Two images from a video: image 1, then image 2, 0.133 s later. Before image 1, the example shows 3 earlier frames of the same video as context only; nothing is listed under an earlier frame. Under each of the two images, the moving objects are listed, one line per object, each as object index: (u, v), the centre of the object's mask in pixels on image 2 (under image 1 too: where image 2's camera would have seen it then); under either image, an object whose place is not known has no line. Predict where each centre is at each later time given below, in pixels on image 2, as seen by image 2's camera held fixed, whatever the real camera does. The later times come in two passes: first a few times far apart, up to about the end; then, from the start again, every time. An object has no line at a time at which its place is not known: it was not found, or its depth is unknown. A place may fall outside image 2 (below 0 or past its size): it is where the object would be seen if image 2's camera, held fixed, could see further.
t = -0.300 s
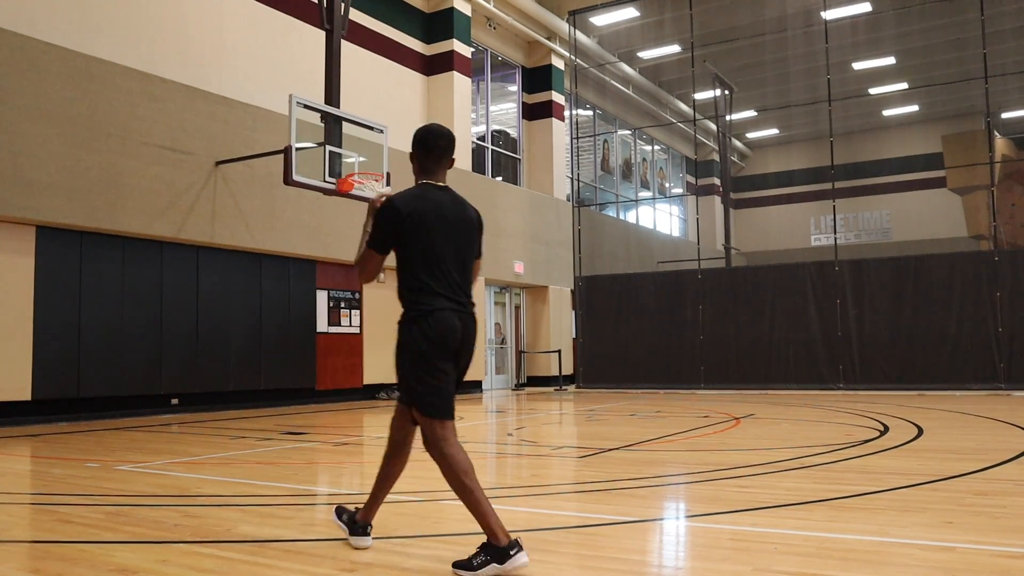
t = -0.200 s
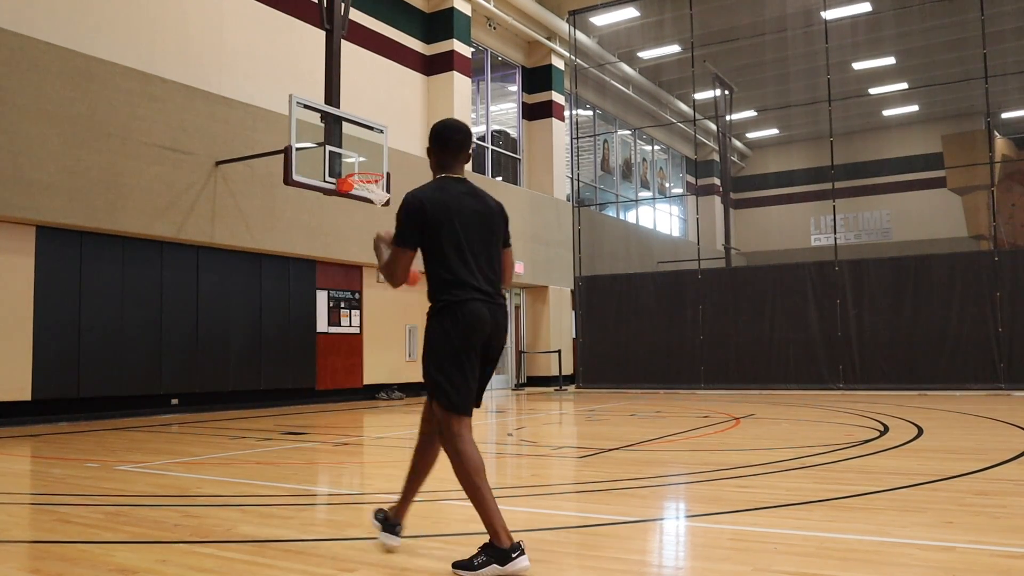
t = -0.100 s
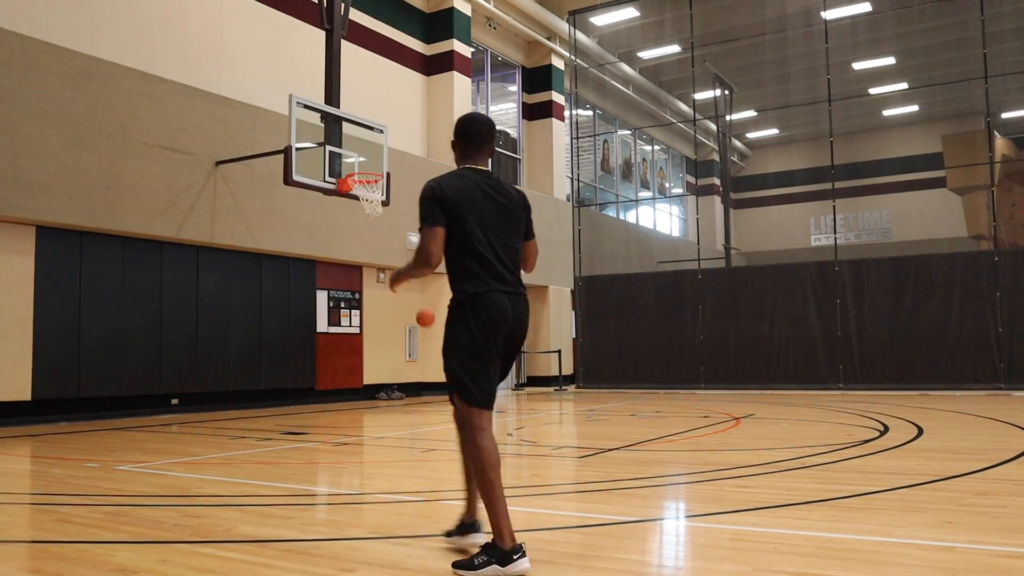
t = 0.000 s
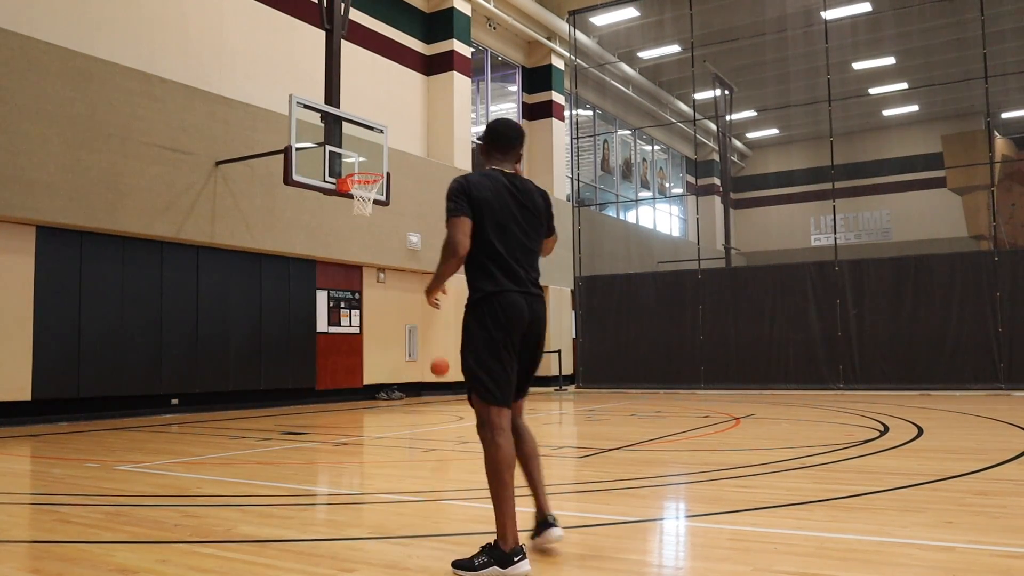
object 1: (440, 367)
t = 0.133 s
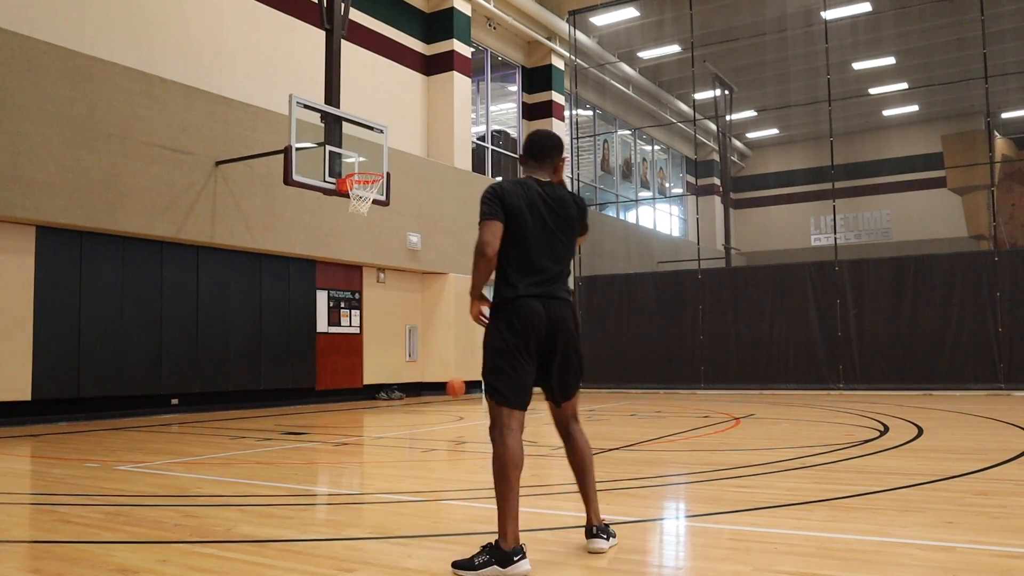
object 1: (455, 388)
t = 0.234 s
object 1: (464, 351)
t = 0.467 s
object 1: (485, 294)
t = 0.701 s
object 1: (508, 280)
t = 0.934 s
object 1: (533, 309)
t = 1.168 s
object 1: (558, 389)
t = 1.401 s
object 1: (584, 362)
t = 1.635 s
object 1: (610, 331)
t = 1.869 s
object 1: (638, 349)
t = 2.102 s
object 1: (668, 420)
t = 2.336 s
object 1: (694, 371)
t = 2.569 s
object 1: (722, 374)
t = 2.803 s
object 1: (752, 418)
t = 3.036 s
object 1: (780, 385)
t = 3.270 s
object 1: (810, 411)
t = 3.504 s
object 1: (840, 400)
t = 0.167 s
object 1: (458, 376)
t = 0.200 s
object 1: (461, 363)
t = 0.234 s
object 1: (464, 351)
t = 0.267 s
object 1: (467, 341)
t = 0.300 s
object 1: (470, 331)
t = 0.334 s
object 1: (473, 322)
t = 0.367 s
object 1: (476, 314)
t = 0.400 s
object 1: (479, 306)
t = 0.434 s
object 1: (482, 300)
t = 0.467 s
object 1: (485, 294)
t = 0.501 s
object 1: (489, 289)
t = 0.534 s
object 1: (492, 286)
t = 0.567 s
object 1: (495, 283)
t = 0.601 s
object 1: (498, 280)
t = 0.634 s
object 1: (502, 279)
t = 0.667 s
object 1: (504, 279)
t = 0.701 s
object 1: (508, 280)
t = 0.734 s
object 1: (511, 280)
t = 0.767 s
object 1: (515, 282)
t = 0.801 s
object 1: (519, 286)
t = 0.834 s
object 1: (522, 290)
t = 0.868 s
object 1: (525, 296)
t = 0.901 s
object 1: (529, 302)
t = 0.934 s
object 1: (533, 309)
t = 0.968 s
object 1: (536, 317)
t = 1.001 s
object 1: (539, 327)
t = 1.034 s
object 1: (543, 337)
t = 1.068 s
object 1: (547, 349)
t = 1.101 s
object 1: (550, 361)
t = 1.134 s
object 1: (554, 376)
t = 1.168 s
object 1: (558, 389)
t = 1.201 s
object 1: (562, 405)
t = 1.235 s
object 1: (566, 413)
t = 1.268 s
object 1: (569, 401)
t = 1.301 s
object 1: (573, 389)
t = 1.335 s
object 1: (577, 380)
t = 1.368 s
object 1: (580, 371)
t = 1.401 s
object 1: (584, 362)
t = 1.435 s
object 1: (587, 355)
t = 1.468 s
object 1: (591, 348)
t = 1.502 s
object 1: (595, 343)
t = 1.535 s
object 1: (598, 338)
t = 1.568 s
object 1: (602, 335)
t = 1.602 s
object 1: (606, 332)
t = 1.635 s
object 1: (610, 331)
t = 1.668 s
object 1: (614, 330)
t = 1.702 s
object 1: (618, 331)
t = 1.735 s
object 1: (622, 332)
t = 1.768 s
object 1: (626, 335)
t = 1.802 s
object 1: (630, 339)
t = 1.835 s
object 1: (634, 343)
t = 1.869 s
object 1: (638, 349)
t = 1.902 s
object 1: (643, 356)
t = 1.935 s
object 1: (647, 364)
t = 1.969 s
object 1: (651, 373)
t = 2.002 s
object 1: (655, 383)
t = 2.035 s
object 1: (660, 394)
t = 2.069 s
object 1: (664, 407)
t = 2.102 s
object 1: (668, 420)
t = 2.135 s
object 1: (672, 411)
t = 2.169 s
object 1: (676, 401)
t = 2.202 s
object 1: (679, 393)
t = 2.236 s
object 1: (683, 386)
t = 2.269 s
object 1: (687, 379)
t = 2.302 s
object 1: (690, 375)
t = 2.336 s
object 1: (694, 371)
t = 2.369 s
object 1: (698, 368)
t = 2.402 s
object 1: (702, 366)
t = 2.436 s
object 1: (706, 365)
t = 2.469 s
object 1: (710, 366)
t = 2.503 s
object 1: (714, 367)
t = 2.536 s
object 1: (718, 370)
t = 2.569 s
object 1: (722, 374)
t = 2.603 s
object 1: (727, 378)
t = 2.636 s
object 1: (731, 384)
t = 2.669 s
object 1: (735, 391)
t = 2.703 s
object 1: (739, 399)
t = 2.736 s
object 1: (744, 409)
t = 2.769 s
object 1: (748, 421)
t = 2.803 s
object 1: (752, 418)
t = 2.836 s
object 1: (756, 409)
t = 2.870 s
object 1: (760, 402)
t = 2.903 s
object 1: (764, 396)
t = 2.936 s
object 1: (768, 392)
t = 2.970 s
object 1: (772, 388)
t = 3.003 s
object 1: (776, 386)
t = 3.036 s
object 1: (780, 385)
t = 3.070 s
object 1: (784, 385)
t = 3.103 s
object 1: (788, 386)
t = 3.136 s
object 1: (792, 389)
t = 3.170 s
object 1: (796, 392)
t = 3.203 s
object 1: (801, 397)
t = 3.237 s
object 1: (805, 403)
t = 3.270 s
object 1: (810, 411)
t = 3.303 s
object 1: (814, 419)
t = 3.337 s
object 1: (819, 423)
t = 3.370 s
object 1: (823, 416)
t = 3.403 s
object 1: (827, 411)
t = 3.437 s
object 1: (831, 406)
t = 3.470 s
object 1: (835, 403)
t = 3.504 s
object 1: (840, 400)
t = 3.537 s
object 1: (844, 399)
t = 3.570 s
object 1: (848, 400)
